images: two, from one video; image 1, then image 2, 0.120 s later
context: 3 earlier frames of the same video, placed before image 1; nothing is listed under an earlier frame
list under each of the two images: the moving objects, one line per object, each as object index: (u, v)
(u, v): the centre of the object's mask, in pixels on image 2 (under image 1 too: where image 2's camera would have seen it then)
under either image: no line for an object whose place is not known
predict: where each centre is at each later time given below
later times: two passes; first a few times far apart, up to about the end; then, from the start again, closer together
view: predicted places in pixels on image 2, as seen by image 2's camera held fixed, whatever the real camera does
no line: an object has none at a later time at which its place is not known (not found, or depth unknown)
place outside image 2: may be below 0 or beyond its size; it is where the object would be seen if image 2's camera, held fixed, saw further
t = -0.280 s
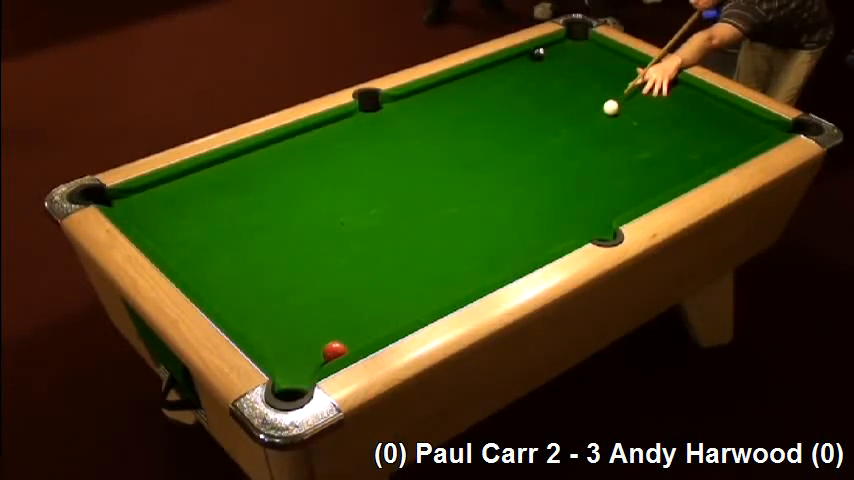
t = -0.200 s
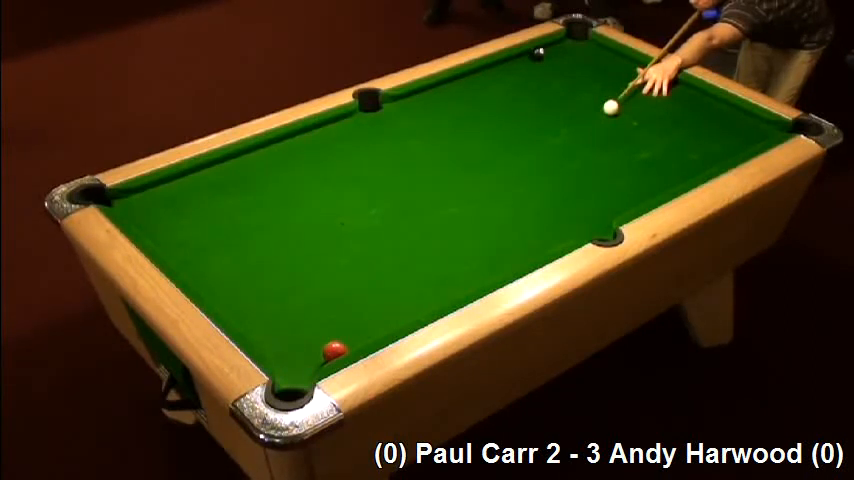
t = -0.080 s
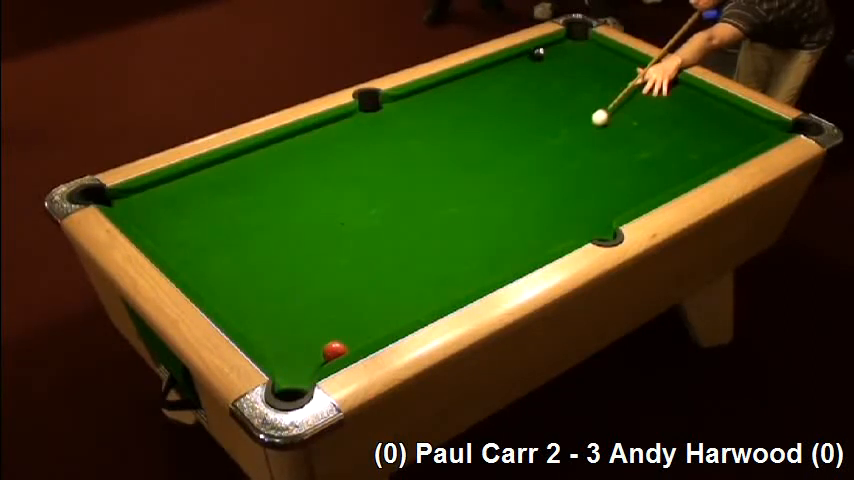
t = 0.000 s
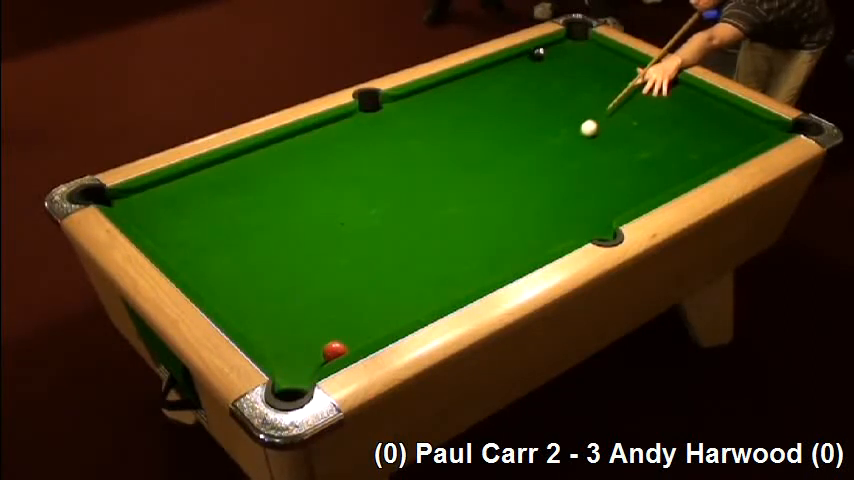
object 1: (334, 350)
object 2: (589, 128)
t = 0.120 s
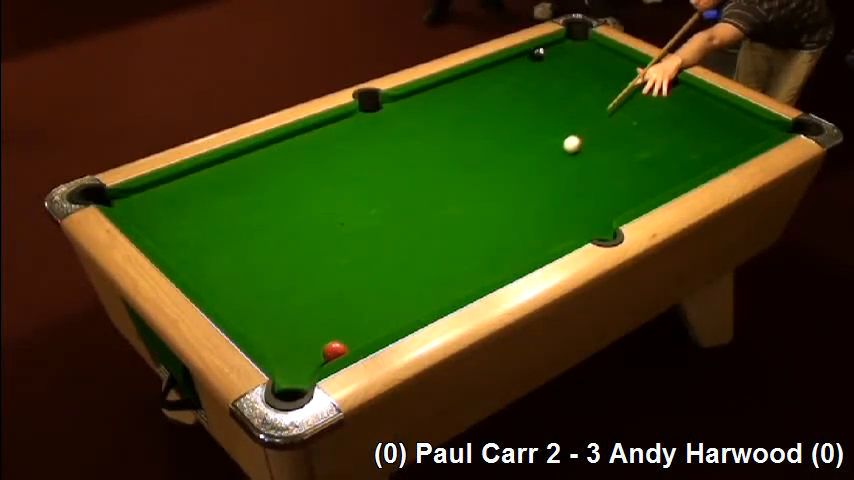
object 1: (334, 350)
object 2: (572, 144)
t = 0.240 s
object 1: (334, 350)
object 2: (554, 161)
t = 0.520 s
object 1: (334, 350)
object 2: (510, 203)
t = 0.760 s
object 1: (334, 350)
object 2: (467, 242)
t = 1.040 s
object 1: (334, 350)
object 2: (414, 292)
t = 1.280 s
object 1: (334, 350)
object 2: (363, 336)
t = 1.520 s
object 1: (305, 368)
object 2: (338, 341)
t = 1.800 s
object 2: (319, 338)
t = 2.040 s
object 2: (304, 336)
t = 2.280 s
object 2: (293, 335)
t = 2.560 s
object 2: (283, 334)
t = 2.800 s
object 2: (277, 332)
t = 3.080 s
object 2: (273, 332)
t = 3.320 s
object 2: (272, 333)
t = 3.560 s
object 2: (273, 333)
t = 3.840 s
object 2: (273, 333)
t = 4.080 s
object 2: (273, 333)
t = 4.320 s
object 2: (273, 333)
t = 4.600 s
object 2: (273, 333)
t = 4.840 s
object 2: (273, 333)
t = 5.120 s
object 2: (273, 333)
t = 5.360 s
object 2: (273, 333)
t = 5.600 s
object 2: (273, 333)
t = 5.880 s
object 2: (273, 333)
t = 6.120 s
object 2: (273, 333)
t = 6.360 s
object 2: (273, 333)
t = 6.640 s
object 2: (273, 333)
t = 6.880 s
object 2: (273, 333)
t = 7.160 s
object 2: (273, 333)
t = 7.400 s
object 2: (273, 333)
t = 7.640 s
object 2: (273, 333)
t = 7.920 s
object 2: (273, 333)
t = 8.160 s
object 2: (273, 333)
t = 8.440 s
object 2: (273, 333)
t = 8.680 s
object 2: (273, 333)
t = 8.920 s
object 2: (273, 333)
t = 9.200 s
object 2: (273, 333)
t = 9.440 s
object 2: (273, 333)
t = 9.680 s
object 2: (273, 333)
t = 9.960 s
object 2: (273, 333)
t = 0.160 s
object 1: (334, 350)
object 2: (566, 149)
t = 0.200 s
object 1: (334, 350)
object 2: (560, 155)
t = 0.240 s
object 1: (334, 350)
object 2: (554, 161)
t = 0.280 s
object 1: (334, 350)
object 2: (548, 167)
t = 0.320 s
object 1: (334, 350)
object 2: (542, 172)
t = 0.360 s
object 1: (334, 350)
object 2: (536, 178)
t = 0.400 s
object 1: (334, 350)
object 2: (529, 185)
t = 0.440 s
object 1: (334, 350)
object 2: (522, 191)
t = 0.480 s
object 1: (334, 350)
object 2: (516, 197)
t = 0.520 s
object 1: (334, 350)
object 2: (510, 203)
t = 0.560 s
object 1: (334, 350)
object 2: (503, 209)
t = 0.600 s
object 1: (334, 350)
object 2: (496, 216)
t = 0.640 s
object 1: (334, 350)
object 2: (489, 222)
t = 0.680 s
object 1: (334, 350)
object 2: (482, 229)
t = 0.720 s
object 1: (334, 350)
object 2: (475, 235)
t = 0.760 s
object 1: (334, 350)
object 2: (467, 242)
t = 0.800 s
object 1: (334, 350)
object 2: (460, 249)
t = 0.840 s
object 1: (334, 350)
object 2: (453, 256)
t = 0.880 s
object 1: (334, 350)
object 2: (445, 263)
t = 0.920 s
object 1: (334, 350)
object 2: (438, 270)
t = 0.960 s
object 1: (334, 350)
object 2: (430, 277)
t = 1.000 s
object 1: (334, 350)
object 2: (422, 284)
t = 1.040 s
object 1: (334, 350)
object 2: (414, 292)
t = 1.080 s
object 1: (334, 350)
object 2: (406, 299)
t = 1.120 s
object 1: (334, 350)
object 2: (398, 307)
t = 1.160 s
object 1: (334, 350)
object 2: (389, 315)
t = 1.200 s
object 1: (334, 350)
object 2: (380, 322)
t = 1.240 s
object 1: (334, 350)
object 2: (372, 329)
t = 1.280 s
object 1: (334, 350)
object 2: (363, 336)
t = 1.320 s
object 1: (335, 350)
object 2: (353, 340)
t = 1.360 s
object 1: (327, 354)
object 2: (349, 341)
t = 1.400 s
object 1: (320, 358)
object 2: (347, 341)
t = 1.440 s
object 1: (315, 361)
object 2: (343, 341)
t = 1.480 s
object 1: (310, 365)
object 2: (341, 341)
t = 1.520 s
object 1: (305, 368)
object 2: (338, 341)
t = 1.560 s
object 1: (299, 371)
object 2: (335, 341)
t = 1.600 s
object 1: (294, 374)
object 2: (332, 340)
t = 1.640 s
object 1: (289, 376)
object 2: (329, 340)
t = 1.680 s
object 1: (289, 379)
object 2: (327, 339)
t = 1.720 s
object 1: (291, 383)
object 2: (324, 339)
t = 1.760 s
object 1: (293, 391)
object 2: (321, 339)
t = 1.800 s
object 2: (319, 338)
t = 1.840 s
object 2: (316, 338)
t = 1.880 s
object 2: (314, 338)
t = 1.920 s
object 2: (311, 338)
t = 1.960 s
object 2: (309, 337)
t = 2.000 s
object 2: (307, 337)
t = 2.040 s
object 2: (304, 336)
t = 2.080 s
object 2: (303, 336)
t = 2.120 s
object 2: (301, 336)
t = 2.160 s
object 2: (299, 336)
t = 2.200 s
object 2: (297, 335)
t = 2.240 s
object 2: (295, 335)
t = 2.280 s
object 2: (293, 335)
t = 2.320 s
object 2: (292, 335)
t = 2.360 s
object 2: (290, 335)
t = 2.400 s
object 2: (288, 334)
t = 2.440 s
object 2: (287, 334)
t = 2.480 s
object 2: (286, 334)
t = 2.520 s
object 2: (284, 334)
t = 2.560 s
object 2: (283, 334)
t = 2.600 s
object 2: (282, 334)
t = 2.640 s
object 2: (281, 333)
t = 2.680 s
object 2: (279, 333)
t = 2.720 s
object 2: (279, 333)
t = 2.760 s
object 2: (278, 332)
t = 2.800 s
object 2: (277, 332)
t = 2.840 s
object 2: (276, 332)
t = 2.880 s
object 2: (275, 332)
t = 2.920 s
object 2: (275, 332)
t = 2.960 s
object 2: (274, 332)
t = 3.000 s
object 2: (274, 332)
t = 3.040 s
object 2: (273, 332)
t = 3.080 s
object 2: (273, 332)
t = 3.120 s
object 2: (272, 332)
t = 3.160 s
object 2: (272, 332)
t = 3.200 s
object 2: (272, 332)
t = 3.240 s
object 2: (272, 333)
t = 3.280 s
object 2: (272, 333)
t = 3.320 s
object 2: (272, 333)
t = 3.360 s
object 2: (272, 333)
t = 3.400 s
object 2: (272, 333)
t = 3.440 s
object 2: (273, 333)
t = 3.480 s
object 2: (273, 333)
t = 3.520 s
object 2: (273, 333)
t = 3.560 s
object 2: (273, 333)
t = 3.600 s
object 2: (273, 333)
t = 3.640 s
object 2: (273, 333)
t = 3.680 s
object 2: (273, 333)
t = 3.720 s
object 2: (273, 333)
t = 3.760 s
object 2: (273, 333)
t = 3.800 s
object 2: (273, 333)
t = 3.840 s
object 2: (273, 333)
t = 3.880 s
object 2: (273, 333)
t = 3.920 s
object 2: (273, 333)
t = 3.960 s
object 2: (273, 333)
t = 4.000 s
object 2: (273, 333)
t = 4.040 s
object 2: (273, 333)
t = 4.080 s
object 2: (273, 333)
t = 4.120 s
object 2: (273, 333)
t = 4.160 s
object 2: (273, 333)
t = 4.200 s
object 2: (273, 333)
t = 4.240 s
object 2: (273, 333)
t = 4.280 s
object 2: (273, 333)
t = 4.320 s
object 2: (273, 333)
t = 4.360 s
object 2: (273, 333)
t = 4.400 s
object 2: (273, 333)
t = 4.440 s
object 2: (273, 333)
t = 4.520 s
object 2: (273, 333)
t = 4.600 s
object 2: (273, 333)
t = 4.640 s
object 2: (273, 333)
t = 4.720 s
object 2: (273, 333)
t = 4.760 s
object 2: (273, 333)
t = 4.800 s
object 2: (273, 333)
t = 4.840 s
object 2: (273, 333)
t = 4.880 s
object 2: (273, 333)
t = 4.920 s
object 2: (273, 333)
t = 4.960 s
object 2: (273, 333)
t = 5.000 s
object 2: (273, 333)
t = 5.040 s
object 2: (273, 333)
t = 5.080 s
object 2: (273, 333)
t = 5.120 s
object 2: (273, 333)
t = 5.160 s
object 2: (273, 333)
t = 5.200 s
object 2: (273, 333)
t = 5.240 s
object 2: (273, 333)
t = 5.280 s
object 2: (273, 333)
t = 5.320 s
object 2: (273, 333)
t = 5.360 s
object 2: (273, 333)
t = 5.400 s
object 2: (273, 333)
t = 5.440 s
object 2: (273, 333)
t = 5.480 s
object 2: (273, 333)
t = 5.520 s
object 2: (273, 333)
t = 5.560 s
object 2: (273, 333)
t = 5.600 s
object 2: (273, 333)
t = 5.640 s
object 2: (273, 333)
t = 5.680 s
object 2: (273, 333)
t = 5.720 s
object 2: (273, 333)
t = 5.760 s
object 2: (273, 333)
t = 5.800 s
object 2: (273, 333)
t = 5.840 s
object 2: (273, 333)
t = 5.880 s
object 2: (273, 333)
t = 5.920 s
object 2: (273, 333)
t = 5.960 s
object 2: (273, 333)
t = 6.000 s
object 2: (273, 333)
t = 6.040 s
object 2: (273, 333)
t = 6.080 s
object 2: (273, 333)
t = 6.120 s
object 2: (273, 333)
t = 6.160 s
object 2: (273, 333)
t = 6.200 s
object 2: (273, 333)
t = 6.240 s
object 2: (273, 333)
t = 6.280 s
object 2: (273, 333)
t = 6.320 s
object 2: (273, 333)
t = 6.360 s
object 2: (273, 333)
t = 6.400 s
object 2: (273, 333)
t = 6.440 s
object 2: (273, 333)
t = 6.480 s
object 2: (273, 333)
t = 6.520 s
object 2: (273, 333)
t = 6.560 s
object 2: (273, 333)
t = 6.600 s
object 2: (273, 333)
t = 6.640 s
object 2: (273, 333)
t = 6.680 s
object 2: (273, 333)
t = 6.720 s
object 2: (273, 333)
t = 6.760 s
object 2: (273, 333)
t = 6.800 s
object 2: (273, 333)
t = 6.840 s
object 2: (273, 333)
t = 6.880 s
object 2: (273, 333)
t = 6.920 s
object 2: (273, 333)
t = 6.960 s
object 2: (273, 333)
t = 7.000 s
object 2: (273, 333)
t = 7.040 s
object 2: (273, 333)
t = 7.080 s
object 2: (273, 333)
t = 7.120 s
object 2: (273, 333)
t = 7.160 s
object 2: (273, 333)
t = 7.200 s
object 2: (273, 333)
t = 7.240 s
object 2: (273, 333)
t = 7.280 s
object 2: (273, 333)
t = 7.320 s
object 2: (273, 333)
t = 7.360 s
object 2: (273, 333)
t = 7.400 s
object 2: (273, 333)
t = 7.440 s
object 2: (273, 333)
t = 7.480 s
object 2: (273, 333)
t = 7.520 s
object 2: (273, 333)
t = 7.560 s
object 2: (273, 333)
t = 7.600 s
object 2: (273, 333)
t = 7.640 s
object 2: (273, 333)
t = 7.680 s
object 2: (273, 333)
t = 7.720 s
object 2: (273, 333)
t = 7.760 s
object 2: (273, 333)
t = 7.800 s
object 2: (273, 333)
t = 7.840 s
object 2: (273, 333)
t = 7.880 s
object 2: (273, 333)
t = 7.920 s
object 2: (273, 333)
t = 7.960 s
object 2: (273, 333)
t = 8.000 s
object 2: (273, 333)
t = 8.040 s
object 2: (273, 333)
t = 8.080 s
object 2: (273, 333)
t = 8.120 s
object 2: (273, 333)
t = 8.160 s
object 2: (273, 333)
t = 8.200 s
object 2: (273, 333)
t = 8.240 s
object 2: (273, 333)
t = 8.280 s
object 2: (273, 333)
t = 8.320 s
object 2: (273, 333)
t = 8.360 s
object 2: (273, 333)
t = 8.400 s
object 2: (273, 333)
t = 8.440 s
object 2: (273, 333)
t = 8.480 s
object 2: (273, 333)
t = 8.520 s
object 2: (273, 333)
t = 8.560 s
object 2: (273, 333)
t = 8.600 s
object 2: (273, 333)
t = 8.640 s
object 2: (273, 333)
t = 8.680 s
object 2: (273, 333)
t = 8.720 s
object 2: (273, 333)
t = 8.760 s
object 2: (273, 333)
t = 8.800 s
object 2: (273, 333)
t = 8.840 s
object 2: (273, 333)
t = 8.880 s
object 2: (273, 333)
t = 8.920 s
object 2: (273, 333)
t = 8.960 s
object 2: (273, 333)
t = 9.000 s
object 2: (273, 333)
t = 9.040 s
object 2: (273, 333)
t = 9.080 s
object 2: (273, 333)
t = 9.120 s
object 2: (273, 333)
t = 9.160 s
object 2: (273, 333)
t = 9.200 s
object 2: (273, 333)
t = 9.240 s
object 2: (273, 333)
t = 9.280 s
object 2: (273, 333)
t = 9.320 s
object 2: (273, 333)
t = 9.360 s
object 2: (273, 333)
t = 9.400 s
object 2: (273, 333)
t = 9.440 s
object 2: (273, 333)
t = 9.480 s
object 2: (273, 333)
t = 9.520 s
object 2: (273, 333)
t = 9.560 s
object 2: (273, 333)
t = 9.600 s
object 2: (273, 333)
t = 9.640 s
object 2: (273, 333)
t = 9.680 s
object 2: (273, 333)
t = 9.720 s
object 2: (273, 333)
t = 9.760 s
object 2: (273, 333)
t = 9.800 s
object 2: (273, 333)
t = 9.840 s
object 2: (273, 333)
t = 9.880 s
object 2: (273, 333)
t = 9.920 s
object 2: (273, 333)
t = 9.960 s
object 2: (273, 333)
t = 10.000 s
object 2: (273, 333)
